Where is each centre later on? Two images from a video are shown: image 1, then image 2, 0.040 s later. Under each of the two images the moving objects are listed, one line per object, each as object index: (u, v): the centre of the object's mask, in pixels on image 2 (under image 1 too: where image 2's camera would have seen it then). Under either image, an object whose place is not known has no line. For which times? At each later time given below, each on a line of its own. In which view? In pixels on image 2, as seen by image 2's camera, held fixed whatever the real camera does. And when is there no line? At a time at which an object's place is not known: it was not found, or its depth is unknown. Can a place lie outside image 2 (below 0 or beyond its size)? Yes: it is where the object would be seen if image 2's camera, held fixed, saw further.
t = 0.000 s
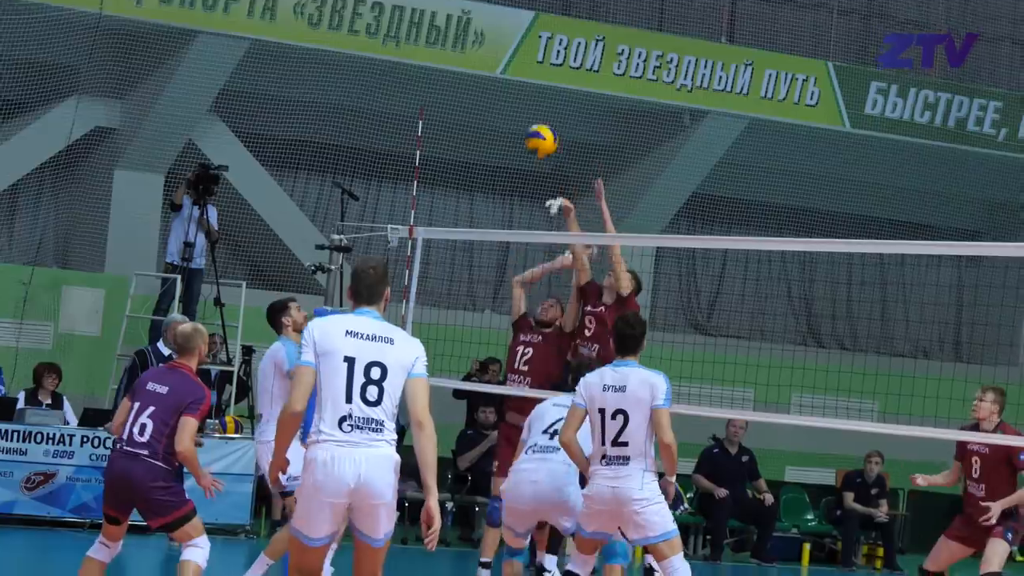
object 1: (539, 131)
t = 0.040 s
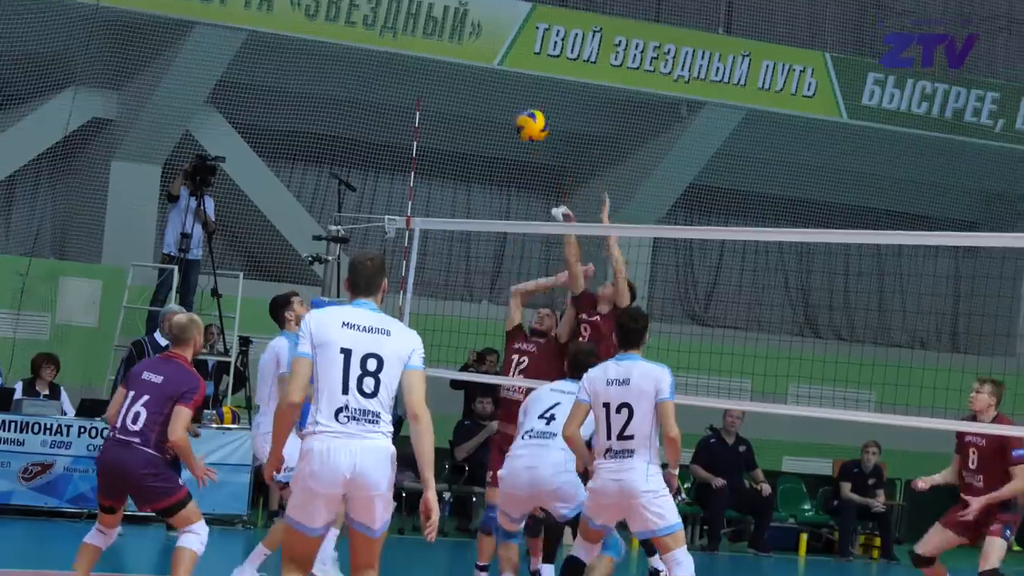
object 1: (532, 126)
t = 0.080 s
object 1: (525, 123)
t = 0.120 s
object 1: (518, 122)
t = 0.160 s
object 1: (512, 125)
